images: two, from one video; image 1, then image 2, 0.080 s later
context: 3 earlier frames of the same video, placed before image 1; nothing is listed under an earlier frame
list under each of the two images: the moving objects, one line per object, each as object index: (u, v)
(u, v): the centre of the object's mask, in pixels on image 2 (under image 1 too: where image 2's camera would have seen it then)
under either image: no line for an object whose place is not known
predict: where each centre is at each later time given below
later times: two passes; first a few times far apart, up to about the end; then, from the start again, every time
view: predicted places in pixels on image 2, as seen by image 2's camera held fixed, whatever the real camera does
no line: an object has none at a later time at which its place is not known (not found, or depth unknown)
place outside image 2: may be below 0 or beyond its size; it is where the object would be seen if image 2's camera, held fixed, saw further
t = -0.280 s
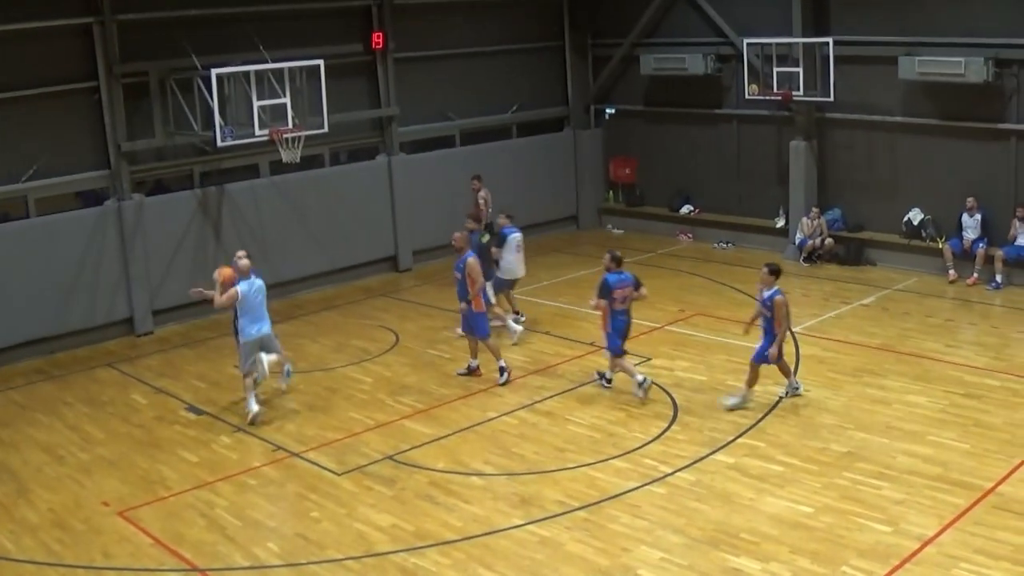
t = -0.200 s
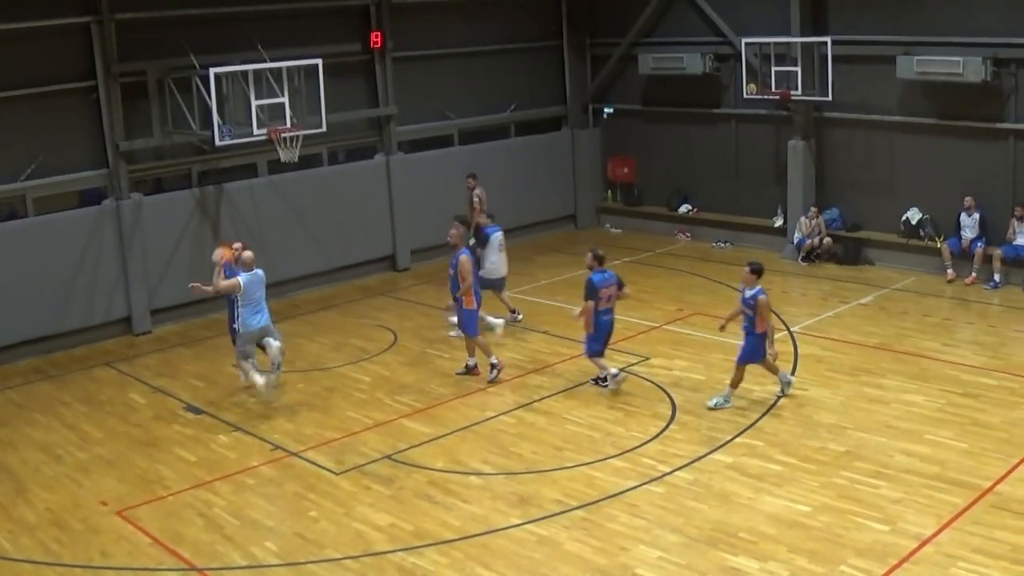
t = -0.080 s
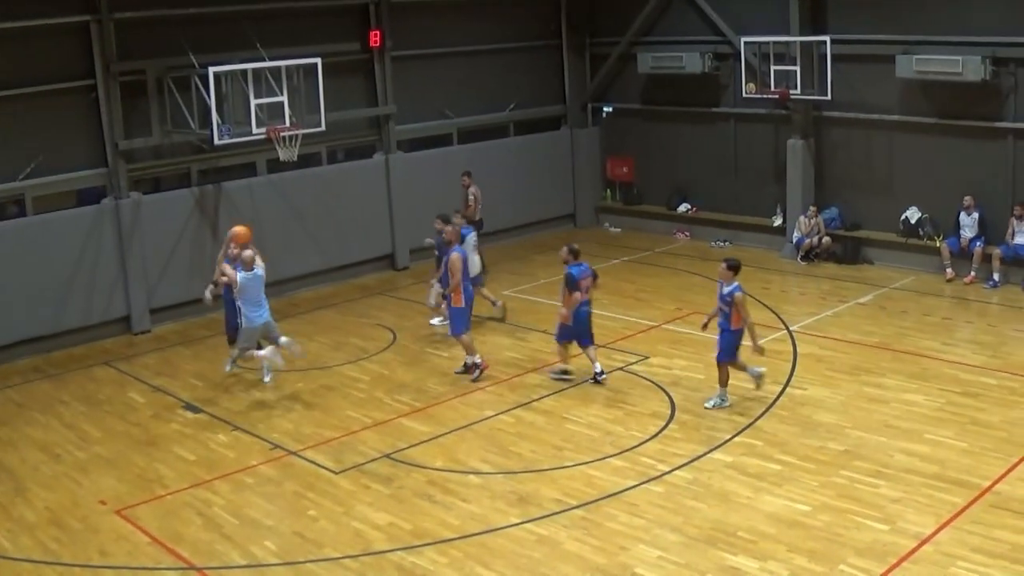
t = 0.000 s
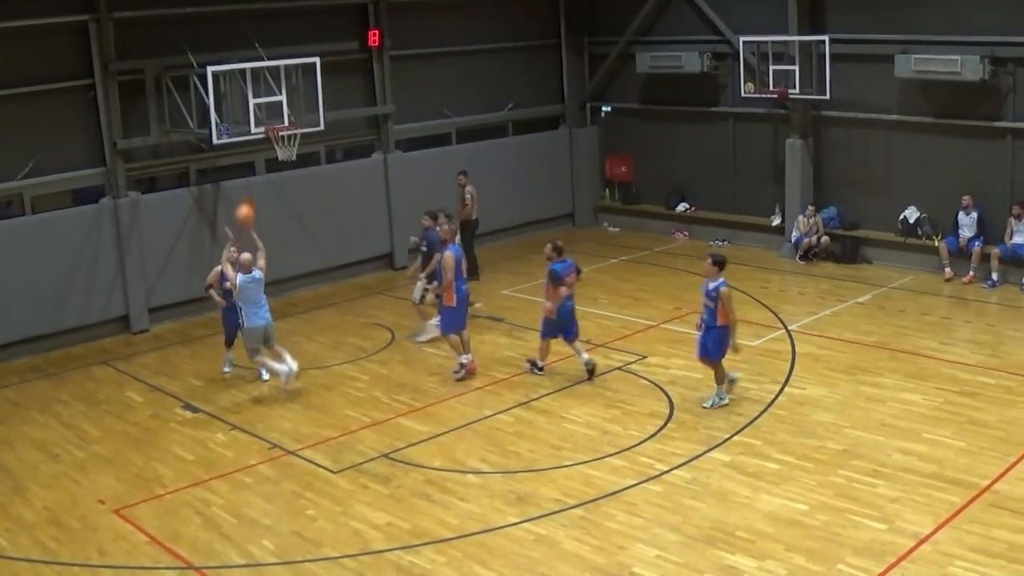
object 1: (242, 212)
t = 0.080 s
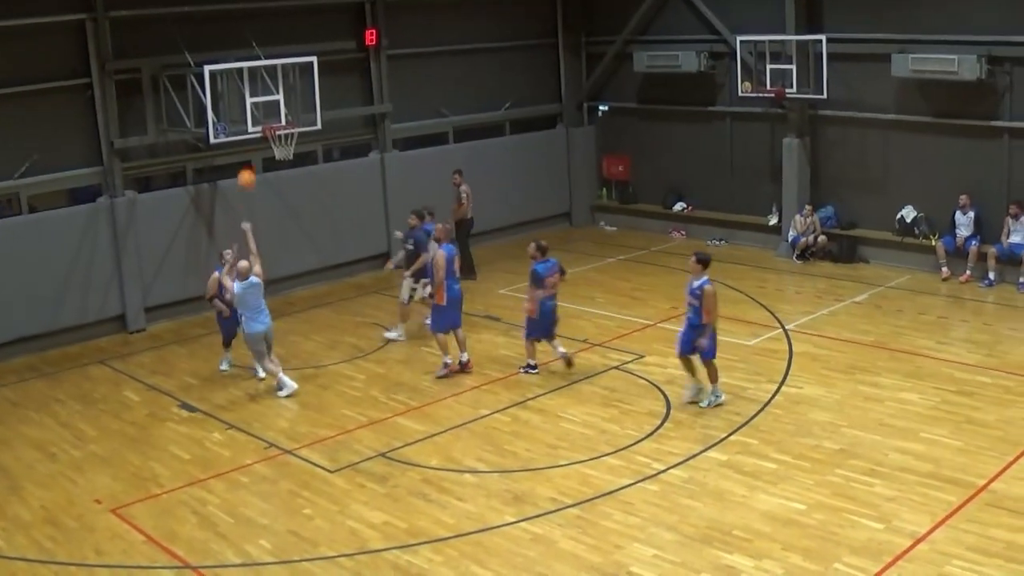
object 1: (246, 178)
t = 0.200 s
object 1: (254, 140)
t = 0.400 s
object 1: (271, 104)
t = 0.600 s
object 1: (289, 100)
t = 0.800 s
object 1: (316, 125)
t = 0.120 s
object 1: (248, 164)
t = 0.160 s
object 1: (251, 151)
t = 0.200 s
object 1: (254, 140)
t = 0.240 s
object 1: (259, 130)
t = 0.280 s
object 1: (261, 122)
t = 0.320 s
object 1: (264, 115)
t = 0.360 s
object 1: (268, 110)
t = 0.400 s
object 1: (271, 104)
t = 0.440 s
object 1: (275, 101)
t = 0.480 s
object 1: (278, 99)
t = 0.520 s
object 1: (281, 98)
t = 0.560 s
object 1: (284, 99)
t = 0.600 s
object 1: (289, 100)
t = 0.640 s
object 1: (292, 104)
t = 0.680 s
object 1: (295, 106)
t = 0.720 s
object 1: (301, 113)
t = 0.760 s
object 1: (308, 117)
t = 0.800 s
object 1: (316, 125)
